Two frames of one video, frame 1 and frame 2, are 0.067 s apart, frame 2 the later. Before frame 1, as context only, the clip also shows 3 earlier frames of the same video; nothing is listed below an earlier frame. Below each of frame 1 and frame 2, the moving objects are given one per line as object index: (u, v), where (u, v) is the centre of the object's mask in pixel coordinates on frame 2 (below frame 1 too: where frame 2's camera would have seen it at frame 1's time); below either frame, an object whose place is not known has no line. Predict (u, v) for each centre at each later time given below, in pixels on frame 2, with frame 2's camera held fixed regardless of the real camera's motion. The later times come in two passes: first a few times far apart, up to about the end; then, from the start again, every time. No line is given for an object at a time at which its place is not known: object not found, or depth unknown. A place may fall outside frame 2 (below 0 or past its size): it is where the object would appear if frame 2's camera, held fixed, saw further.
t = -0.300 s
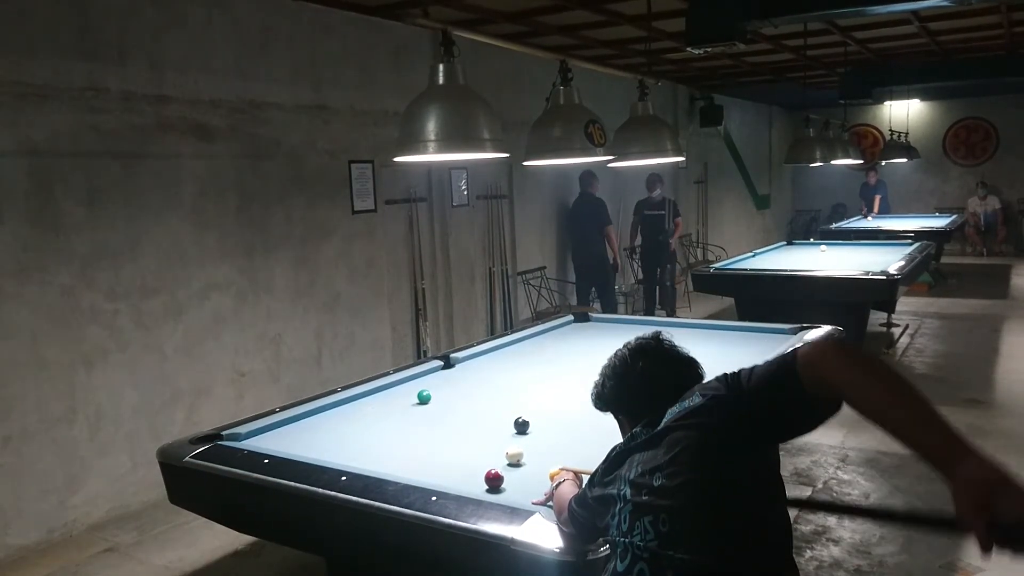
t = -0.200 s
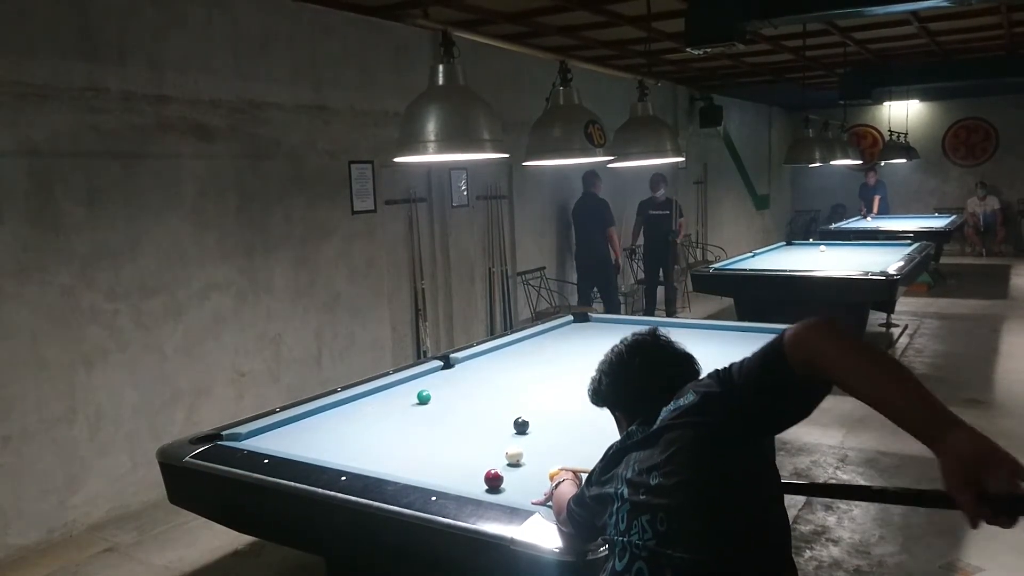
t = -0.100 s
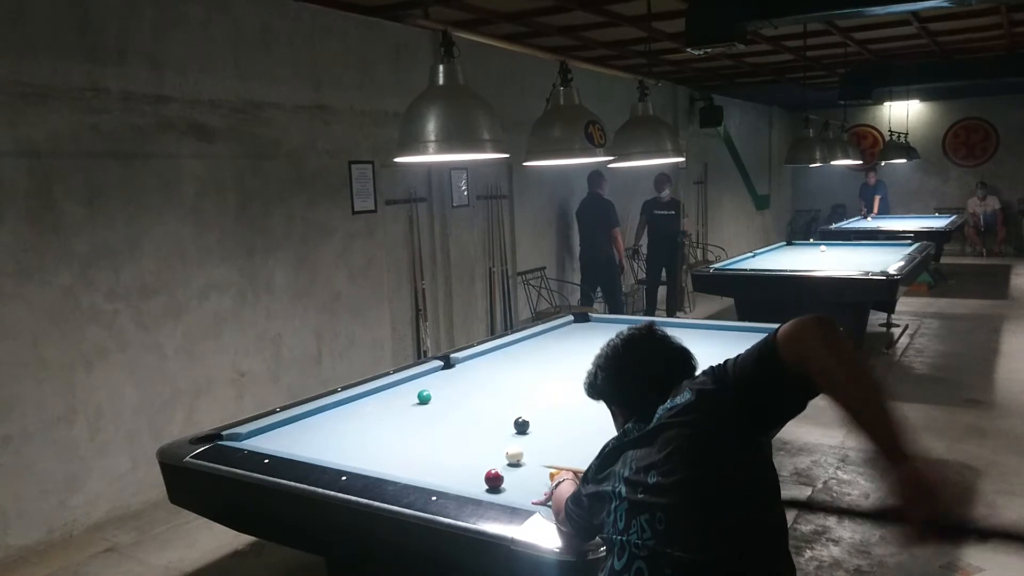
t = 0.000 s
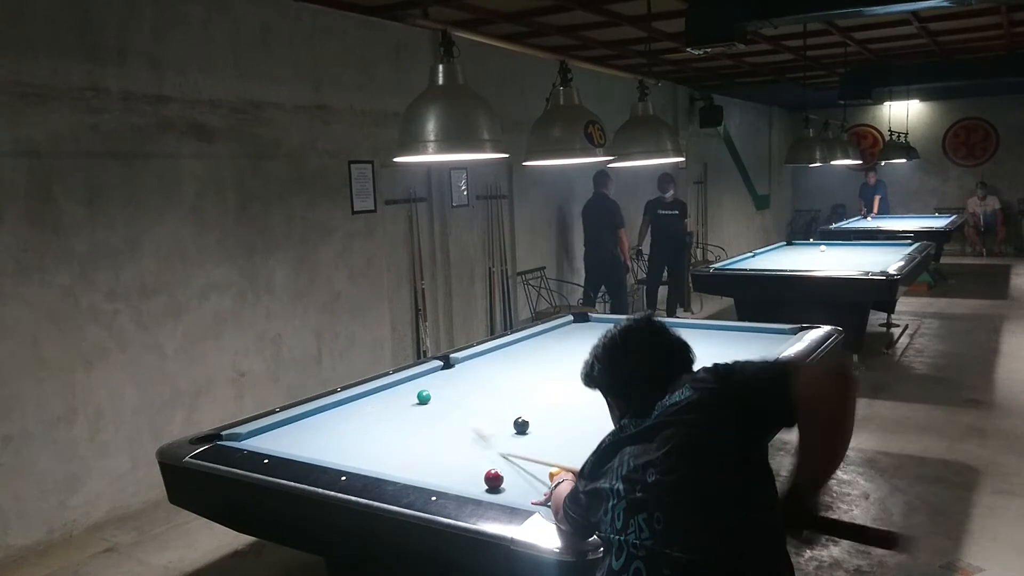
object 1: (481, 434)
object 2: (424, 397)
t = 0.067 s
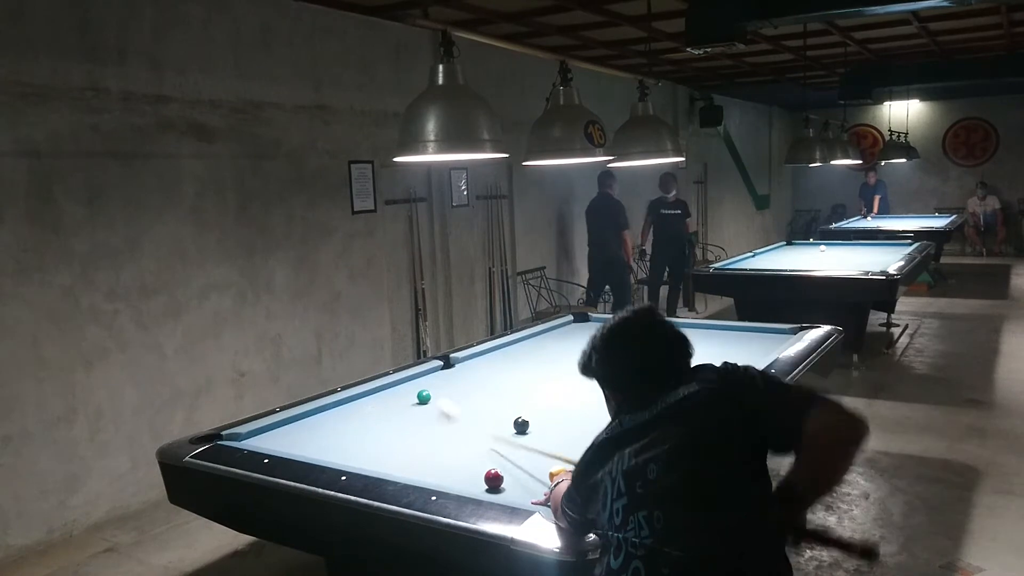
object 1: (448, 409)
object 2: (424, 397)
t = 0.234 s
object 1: (451, 394)
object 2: (427, 386)
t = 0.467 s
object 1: (479, 391)
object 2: (552, 391)
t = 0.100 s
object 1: (434, 400)
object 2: (422, 397)
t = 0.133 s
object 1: (436, 398)
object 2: (410, 390)
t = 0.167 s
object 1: (441, 396)
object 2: (396, 385)
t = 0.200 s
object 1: (446, 395)
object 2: (410, 385)
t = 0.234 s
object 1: (451, 394)
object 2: (427, 386)
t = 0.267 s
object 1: (455, 393)
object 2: (442, 386)
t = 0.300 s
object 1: (459, 393)
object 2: (466, 384)
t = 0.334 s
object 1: (464, 392)
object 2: (481, 389)
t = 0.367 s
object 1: (467, 392)
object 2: (497, 389)
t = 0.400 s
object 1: (471, 391)
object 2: (515, 390)
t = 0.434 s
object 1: (475, 391)
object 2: (532, 390)
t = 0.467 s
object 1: (479, 391)
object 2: (552, 391)
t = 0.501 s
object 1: (483, 390)
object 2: (569, 391)
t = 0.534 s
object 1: (487, 389)
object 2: (589, 392)
